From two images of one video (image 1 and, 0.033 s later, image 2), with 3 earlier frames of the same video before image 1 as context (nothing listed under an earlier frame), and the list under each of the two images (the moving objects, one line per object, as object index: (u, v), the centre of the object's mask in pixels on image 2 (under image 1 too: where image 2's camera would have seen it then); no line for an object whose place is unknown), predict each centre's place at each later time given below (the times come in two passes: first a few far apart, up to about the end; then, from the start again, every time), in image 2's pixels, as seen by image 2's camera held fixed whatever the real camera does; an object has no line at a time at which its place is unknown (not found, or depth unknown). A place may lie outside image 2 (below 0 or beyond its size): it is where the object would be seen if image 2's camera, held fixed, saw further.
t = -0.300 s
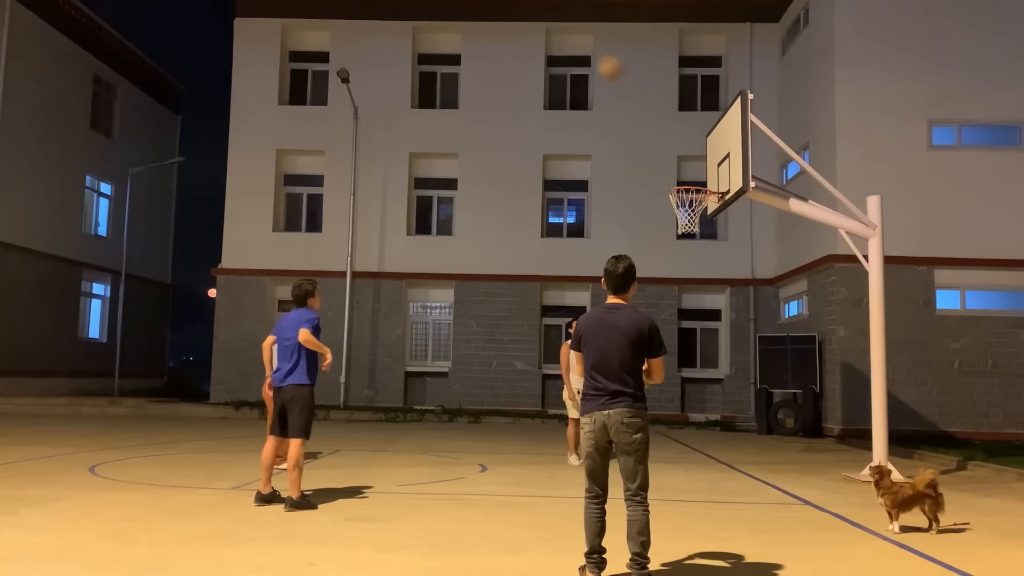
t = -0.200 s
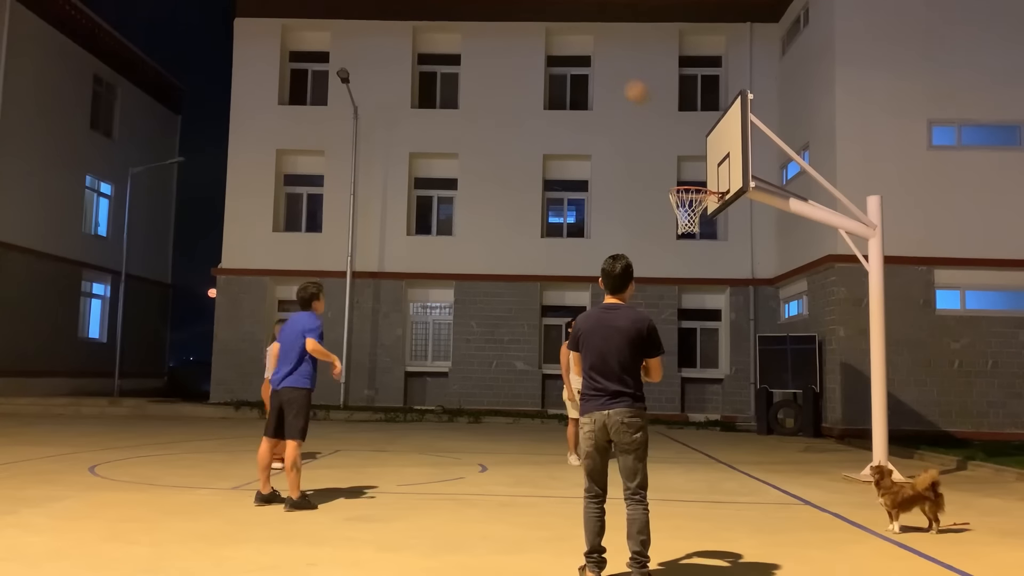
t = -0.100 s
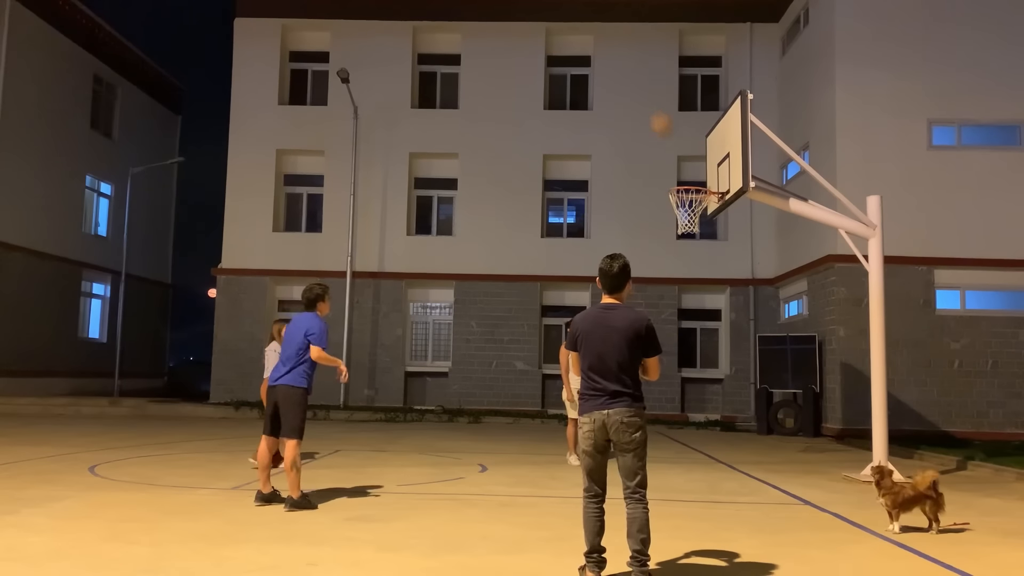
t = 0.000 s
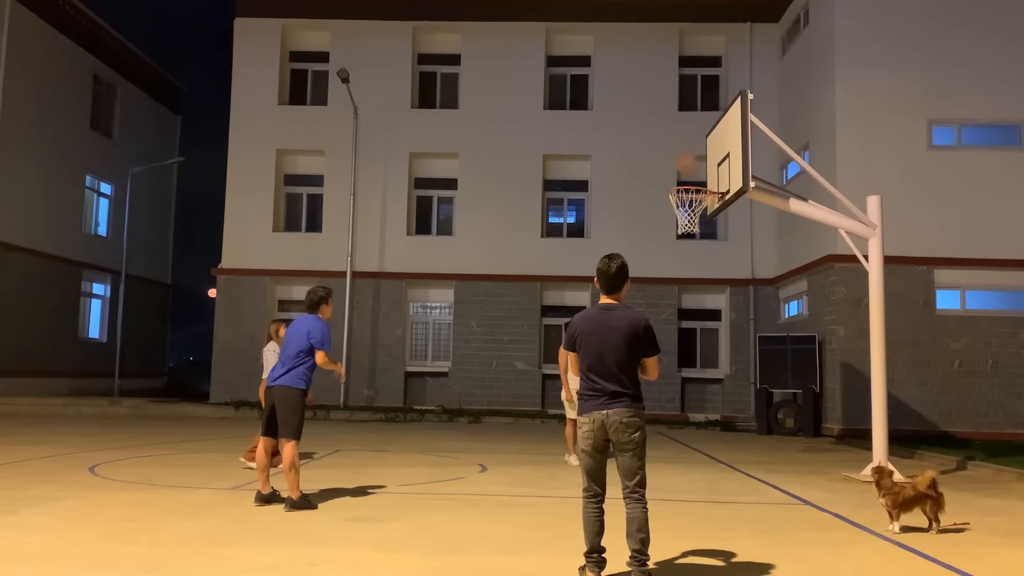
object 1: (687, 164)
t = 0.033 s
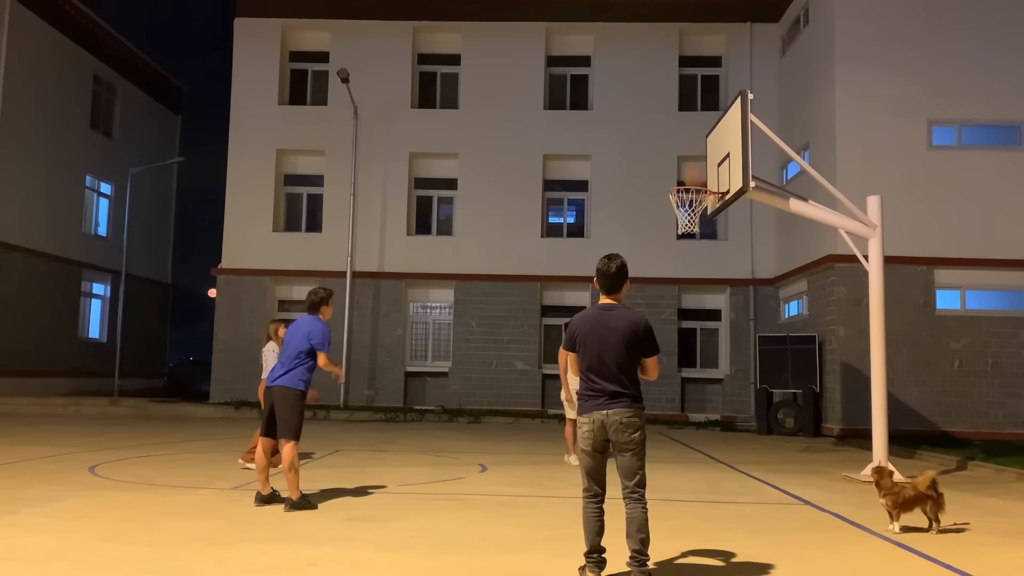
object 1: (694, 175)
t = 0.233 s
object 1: (680, 126)
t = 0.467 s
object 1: (652, 80)
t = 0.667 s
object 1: (624, 79)
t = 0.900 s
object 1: (587, 129)
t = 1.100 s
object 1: (550, 229)
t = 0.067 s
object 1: (699, 182)
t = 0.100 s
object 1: (694, 169)
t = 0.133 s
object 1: (692, 159)
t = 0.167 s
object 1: (687, 148)
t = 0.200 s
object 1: (684, 136)
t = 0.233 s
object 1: (680, 126)
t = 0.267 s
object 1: (676, 117)
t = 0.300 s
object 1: (672, 108)
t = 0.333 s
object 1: (669, 101)
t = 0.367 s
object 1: (664, 94)
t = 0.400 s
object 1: (661, 89)
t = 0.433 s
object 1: (656, 84)
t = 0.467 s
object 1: (652, 80)
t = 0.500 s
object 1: (647, 77)
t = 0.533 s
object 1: (643, 76)
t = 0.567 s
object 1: (638, 75)
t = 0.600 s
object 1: (633, 75)
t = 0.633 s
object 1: (629, 76)
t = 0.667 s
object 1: (624, 79)
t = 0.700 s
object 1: (619, 82)
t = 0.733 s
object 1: (614, 87)
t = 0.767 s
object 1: (609, 93)
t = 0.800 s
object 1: (603, 100)
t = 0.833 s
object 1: (599, 108)
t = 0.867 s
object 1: (593, 118)
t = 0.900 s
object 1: (587, 129)
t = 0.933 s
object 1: (582, 141)
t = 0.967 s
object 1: (576, 157)
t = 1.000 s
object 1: (570, 174)
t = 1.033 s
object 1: (563, 189)
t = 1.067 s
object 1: (556, 206)
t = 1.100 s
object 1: (550, 229)
